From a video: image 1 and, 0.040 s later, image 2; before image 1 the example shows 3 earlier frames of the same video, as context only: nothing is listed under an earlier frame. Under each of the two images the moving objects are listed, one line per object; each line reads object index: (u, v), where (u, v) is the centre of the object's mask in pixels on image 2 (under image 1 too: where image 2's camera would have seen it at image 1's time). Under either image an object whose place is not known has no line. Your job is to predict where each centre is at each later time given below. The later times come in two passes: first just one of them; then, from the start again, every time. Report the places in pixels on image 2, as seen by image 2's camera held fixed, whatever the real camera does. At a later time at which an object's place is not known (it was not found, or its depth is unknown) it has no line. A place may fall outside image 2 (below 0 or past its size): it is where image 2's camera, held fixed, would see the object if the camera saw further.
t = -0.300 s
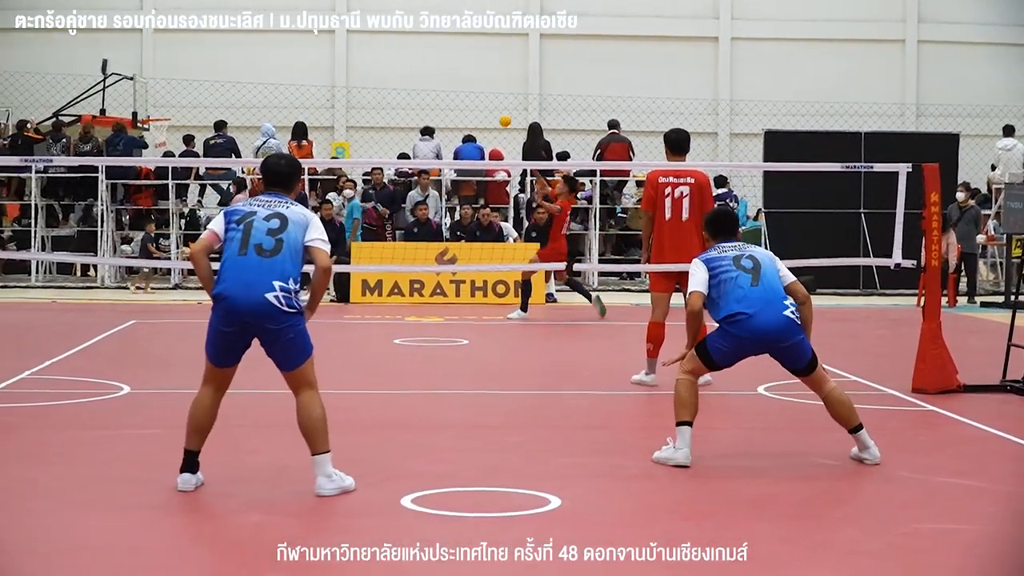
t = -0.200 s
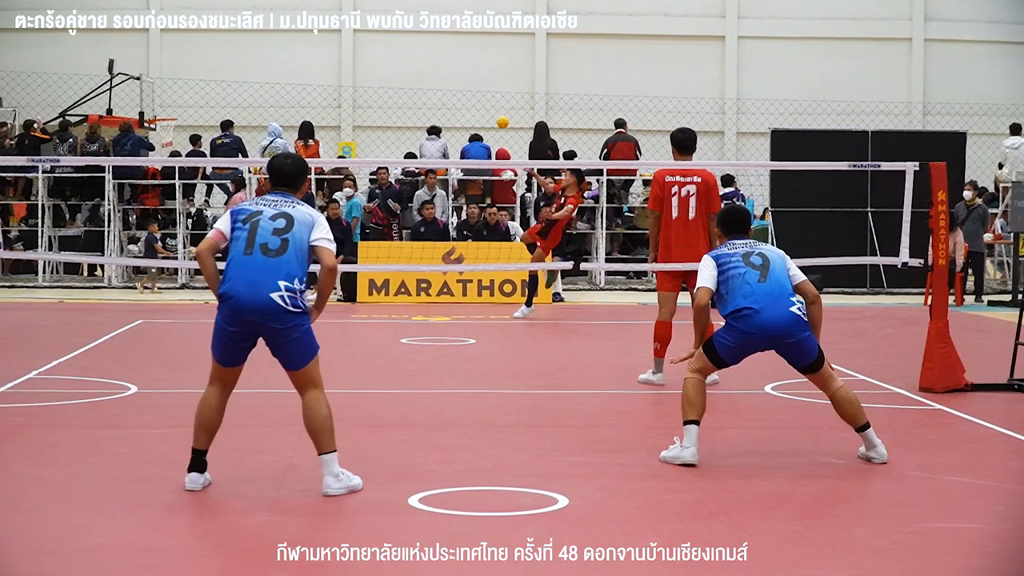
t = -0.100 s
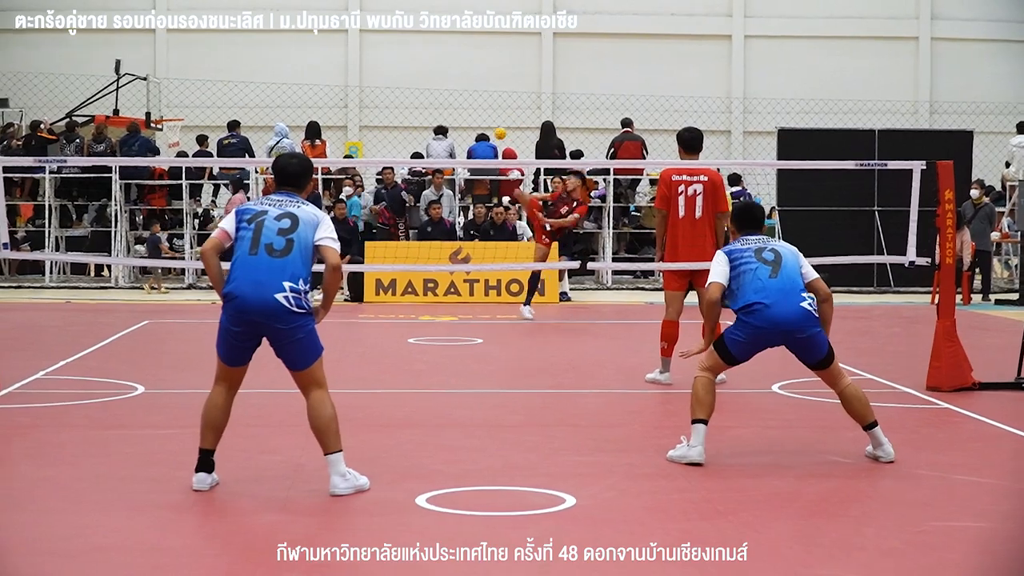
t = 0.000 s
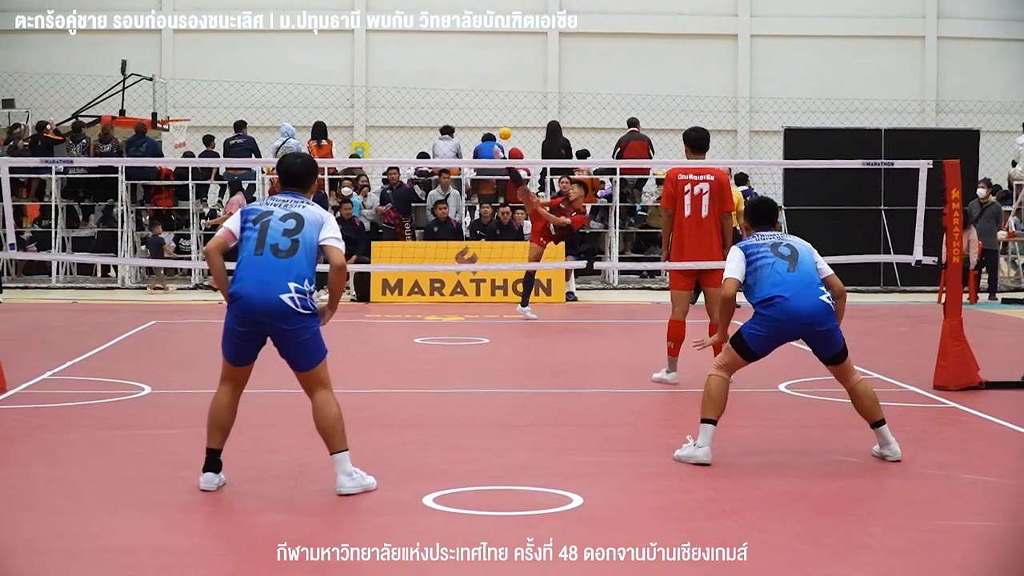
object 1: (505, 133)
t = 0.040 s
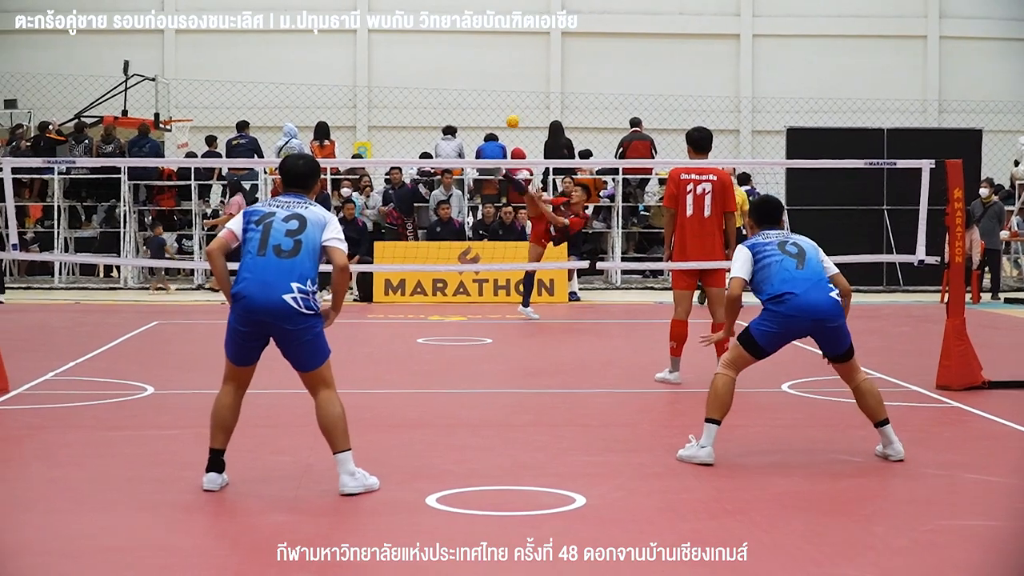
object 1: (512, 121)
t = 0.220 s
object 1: (546, 78)
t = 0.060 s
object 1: (515, 115)
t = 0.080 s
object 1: (519, 110)
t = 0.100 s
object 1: (522, 104)
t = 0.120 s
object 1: (526, 99)
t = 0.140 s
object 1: (530, 95)
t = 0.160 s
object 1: (534, 90)
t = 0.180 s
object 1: (538, 86)
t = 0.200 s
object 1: (542, 82)
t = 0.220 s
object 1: (546, 78)
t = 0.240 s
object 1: (551, 75)
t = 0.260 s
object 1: (555, 72)
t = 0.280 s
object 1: (560, 70)
